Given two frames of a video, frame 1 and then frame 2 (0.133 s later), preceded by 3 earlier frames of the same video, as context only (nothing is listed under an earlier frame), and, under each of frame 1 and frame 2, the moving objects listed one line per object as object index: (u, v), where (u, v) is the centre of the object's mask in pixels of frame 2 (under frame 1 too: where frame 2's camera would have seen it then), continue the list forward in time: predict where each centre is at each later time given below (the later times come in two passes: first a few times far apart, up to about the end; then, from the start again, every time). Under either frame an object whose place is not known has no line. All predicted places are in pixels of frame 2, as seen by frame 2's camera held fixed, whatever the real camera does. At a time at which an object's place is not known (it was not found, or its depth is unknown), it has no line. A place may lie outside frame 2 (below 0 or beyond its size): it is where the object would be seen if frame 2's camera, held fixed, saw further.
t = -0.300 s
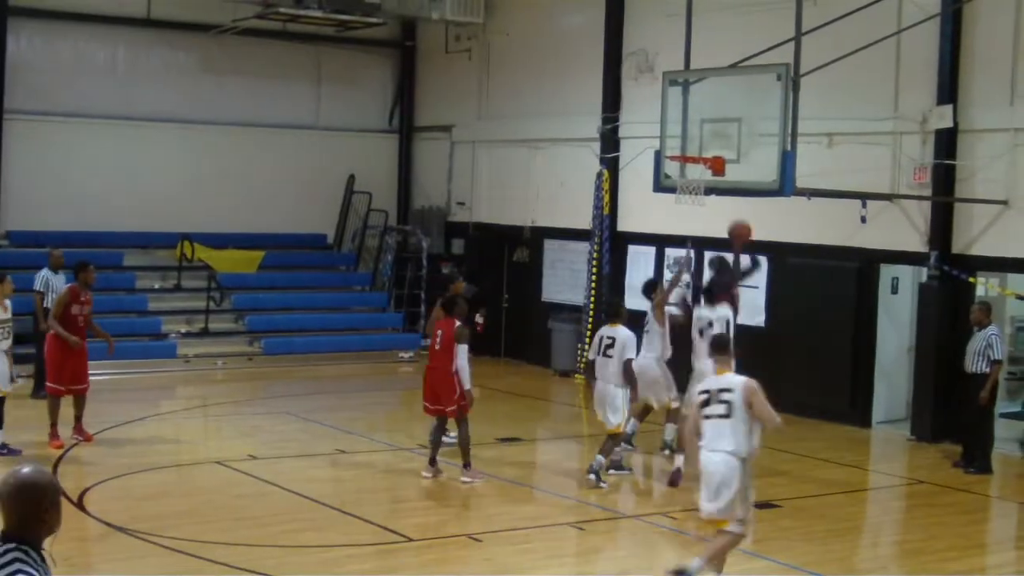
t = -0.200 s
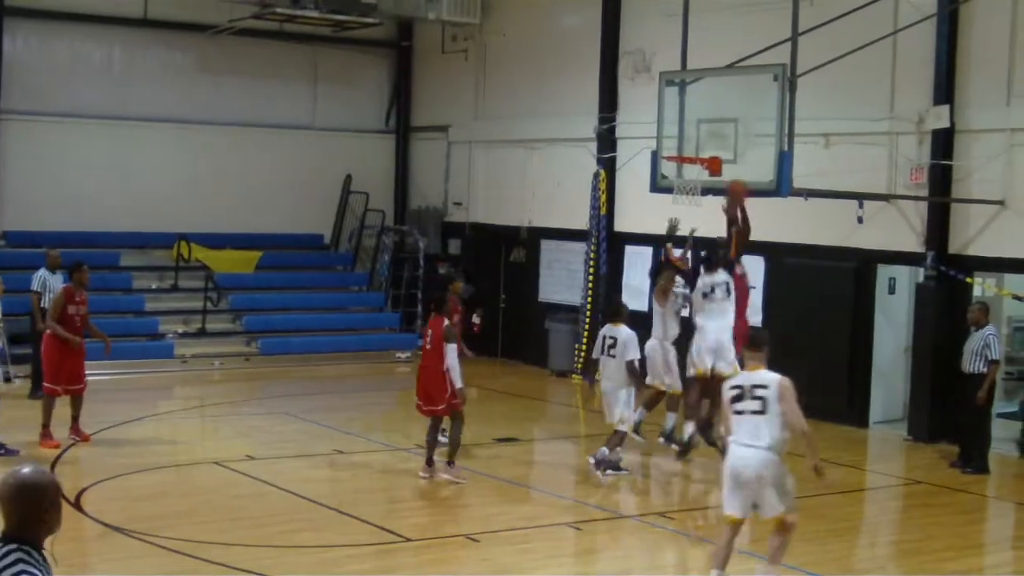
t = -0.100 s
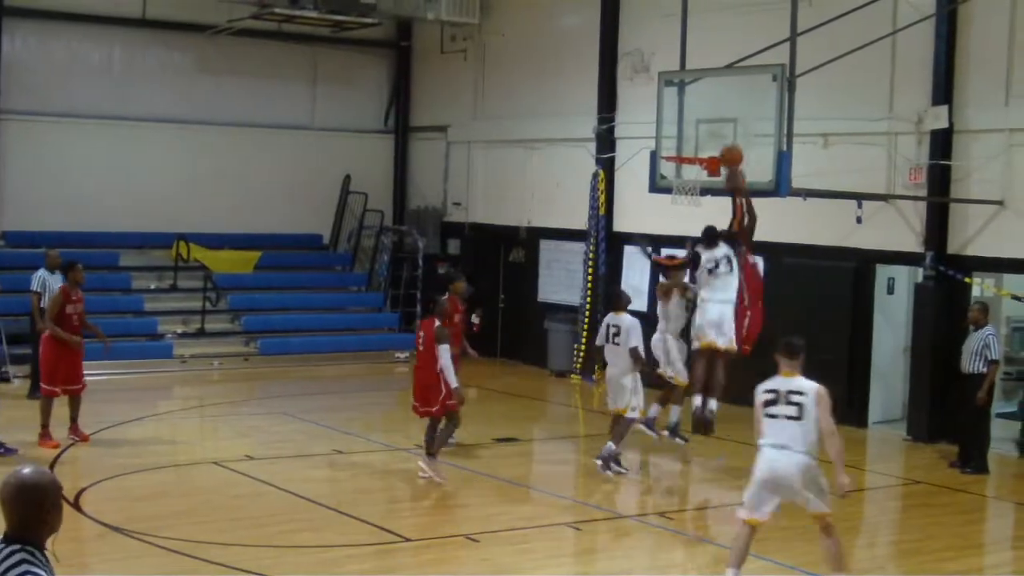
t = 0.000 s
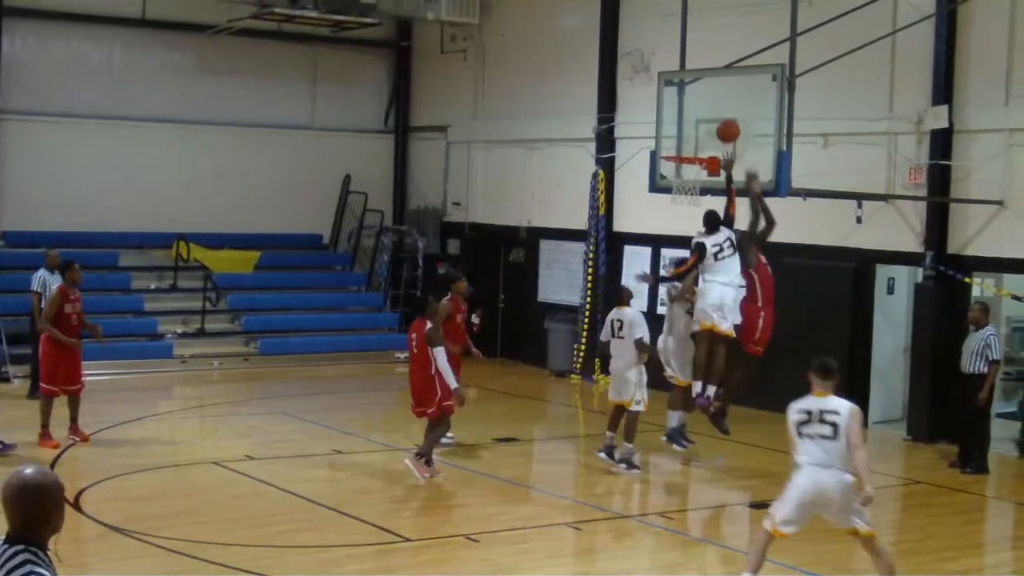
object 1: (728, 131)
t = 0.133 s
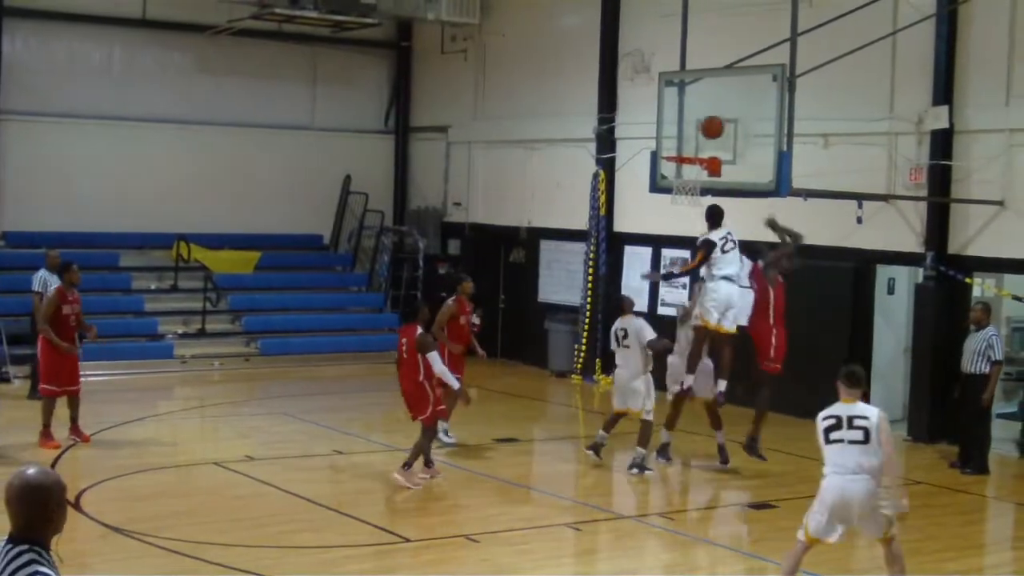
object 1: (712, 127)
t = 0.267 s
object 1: (693, 142)
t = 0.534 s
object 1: (667, 201)
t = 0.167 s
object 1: (707, 130)
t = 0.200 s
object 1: (703, 132)
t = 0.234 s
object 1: (698, 137)
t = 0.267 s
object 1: (693, 142)
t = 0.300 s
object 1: (689, 147)
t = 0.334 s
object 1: (683, 156)
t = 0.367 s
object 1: (678, 166)
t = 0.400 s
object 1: (673, 175)
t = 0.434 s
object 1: (671, 182)
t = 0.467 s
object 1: (669, 188)
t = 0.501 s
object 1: (667, 197)
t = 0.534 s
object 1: (667, 201)
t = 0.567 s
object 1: (666, 209)
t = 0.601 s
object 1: (665, 219)
